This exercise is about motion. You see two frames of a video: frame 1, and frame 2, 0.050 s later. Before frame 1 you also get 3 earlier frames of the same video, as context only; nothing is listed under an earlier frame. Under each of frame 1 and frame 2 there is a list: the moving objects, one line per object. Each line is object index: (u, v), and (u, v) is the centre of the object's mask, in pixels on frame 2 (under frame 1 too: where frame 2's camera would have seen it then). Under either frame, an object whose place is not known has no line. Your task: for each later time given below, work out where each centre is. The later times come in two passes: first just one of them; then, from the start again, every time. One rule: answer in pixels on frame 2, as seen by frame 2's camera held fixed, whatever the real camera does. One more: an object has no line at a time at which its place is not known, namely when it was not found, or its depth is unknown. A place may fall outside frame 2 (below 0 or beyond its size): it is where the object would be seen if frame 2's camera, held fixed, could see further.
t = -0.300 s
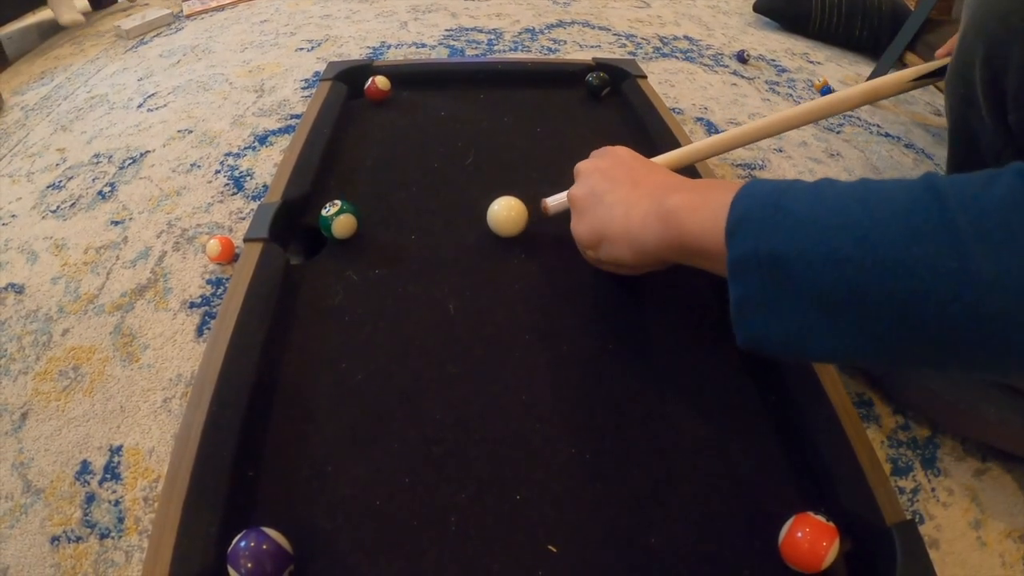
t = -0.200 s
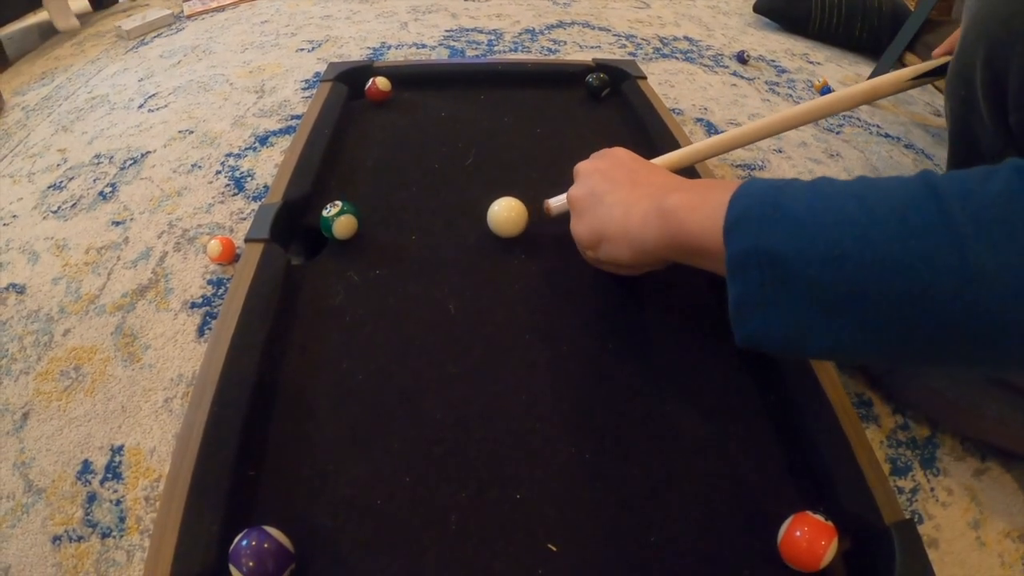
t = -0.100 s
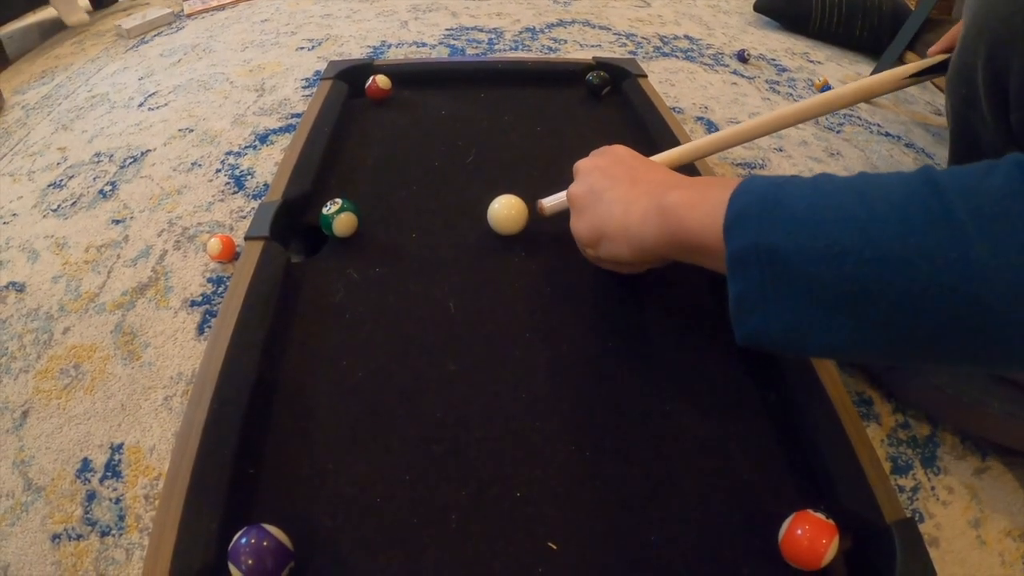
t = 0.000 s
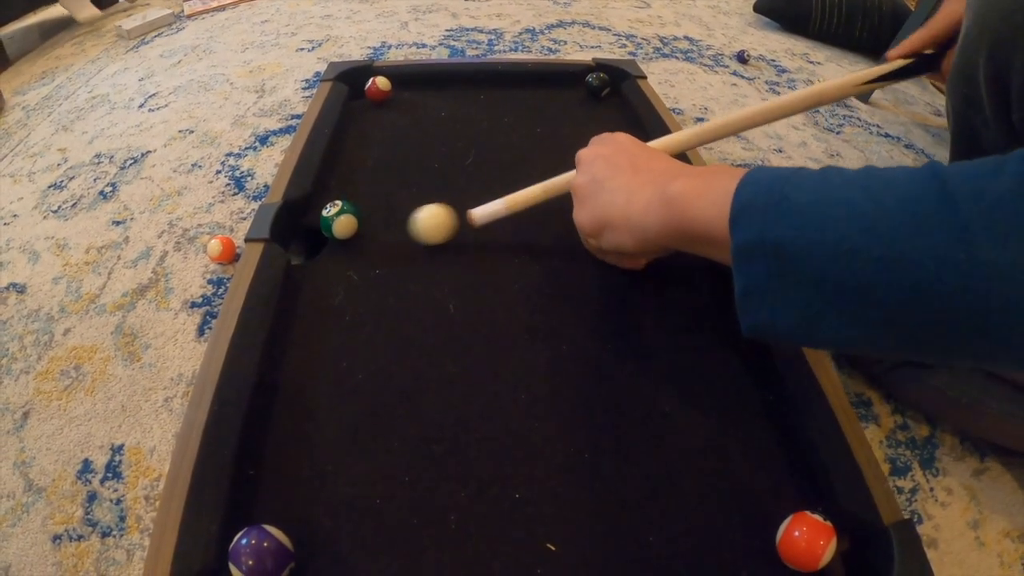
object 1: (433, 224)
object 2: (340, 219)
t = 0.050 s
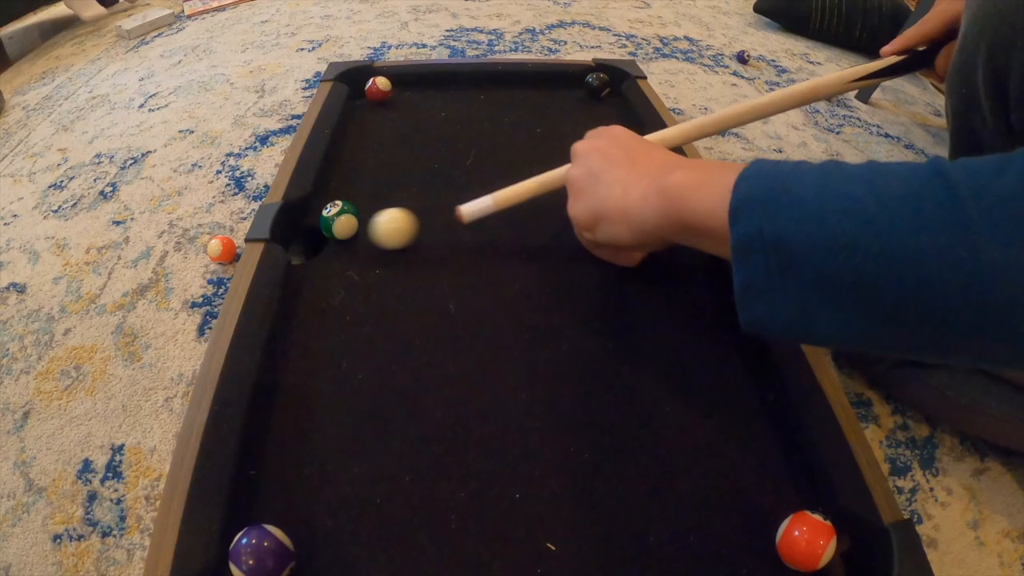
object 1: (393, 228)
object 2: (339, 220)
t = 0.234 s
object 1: (323, 260)
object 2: (305, 240)
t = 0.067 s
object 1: (381, 229)
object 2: (339, 220)
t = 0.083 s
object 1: (373, 232)
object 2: (335, 218)
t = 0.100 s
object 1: (368, 236)
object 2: (327, 216)
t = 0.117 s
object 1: (362, 239)
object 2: (321, 215)
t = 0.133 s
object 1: (356, 242)
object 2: (316, 215)
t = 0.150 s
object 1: (350, 245)
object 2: (310, 216)
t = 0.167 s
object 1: (345, 248)
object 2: (305, 218)
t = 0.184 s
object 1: (339, 251)
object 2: (305, 222)
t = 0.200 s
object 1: (334, 255)
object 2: (307, 228)
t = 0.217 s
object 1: (329, 257)
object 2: (307, 234)
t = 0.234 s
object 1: (323, 260)
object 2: (305, 240)
